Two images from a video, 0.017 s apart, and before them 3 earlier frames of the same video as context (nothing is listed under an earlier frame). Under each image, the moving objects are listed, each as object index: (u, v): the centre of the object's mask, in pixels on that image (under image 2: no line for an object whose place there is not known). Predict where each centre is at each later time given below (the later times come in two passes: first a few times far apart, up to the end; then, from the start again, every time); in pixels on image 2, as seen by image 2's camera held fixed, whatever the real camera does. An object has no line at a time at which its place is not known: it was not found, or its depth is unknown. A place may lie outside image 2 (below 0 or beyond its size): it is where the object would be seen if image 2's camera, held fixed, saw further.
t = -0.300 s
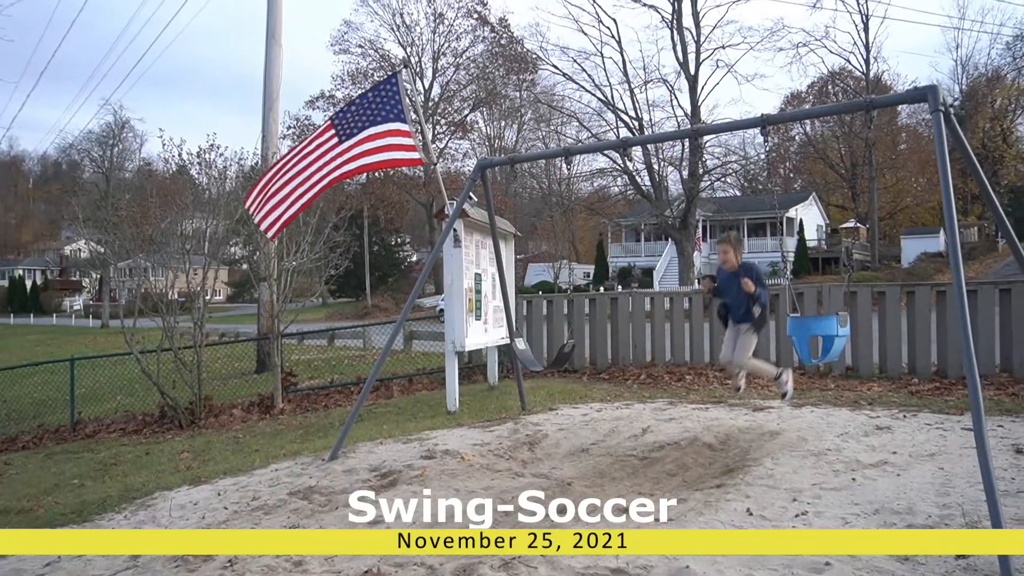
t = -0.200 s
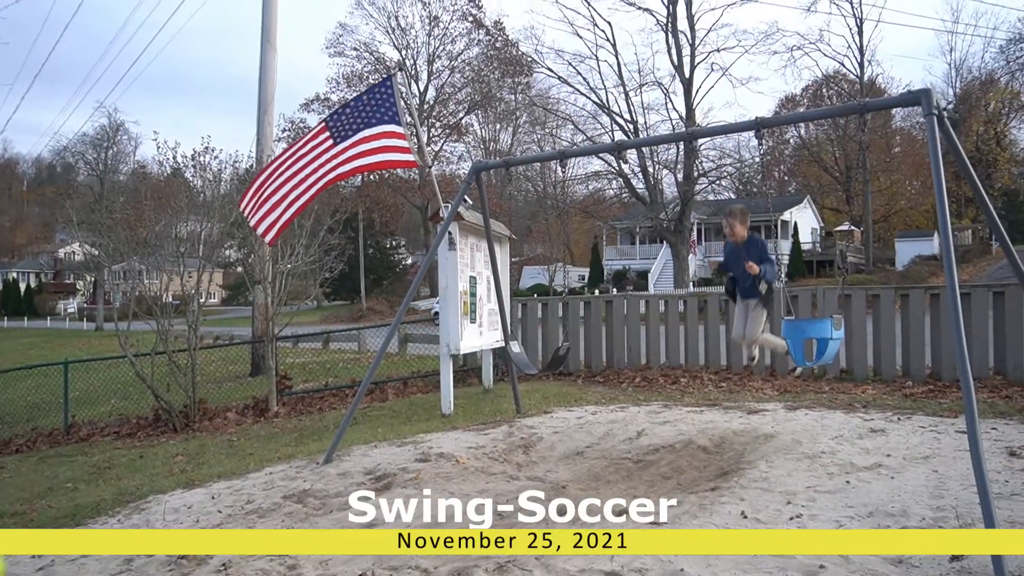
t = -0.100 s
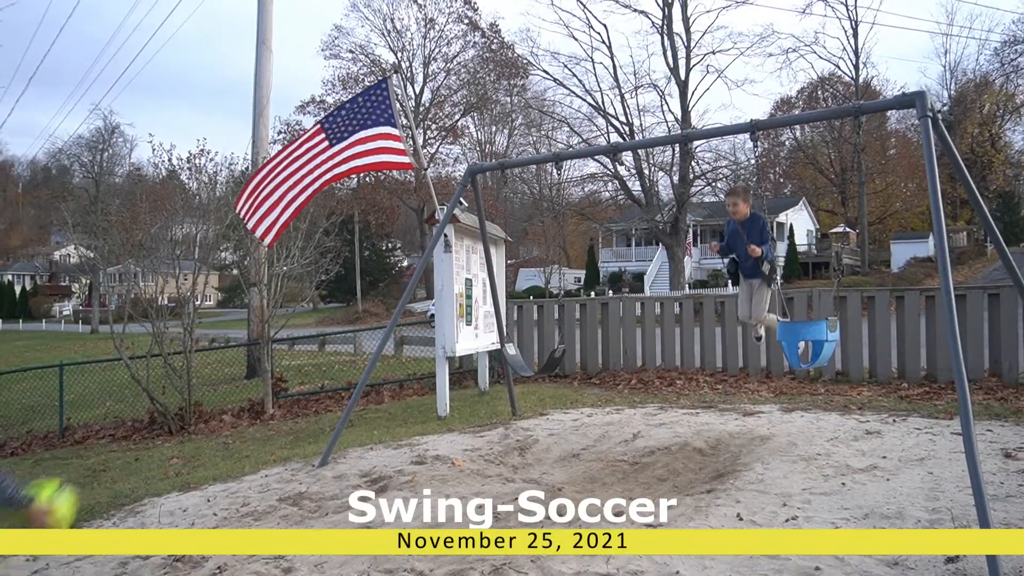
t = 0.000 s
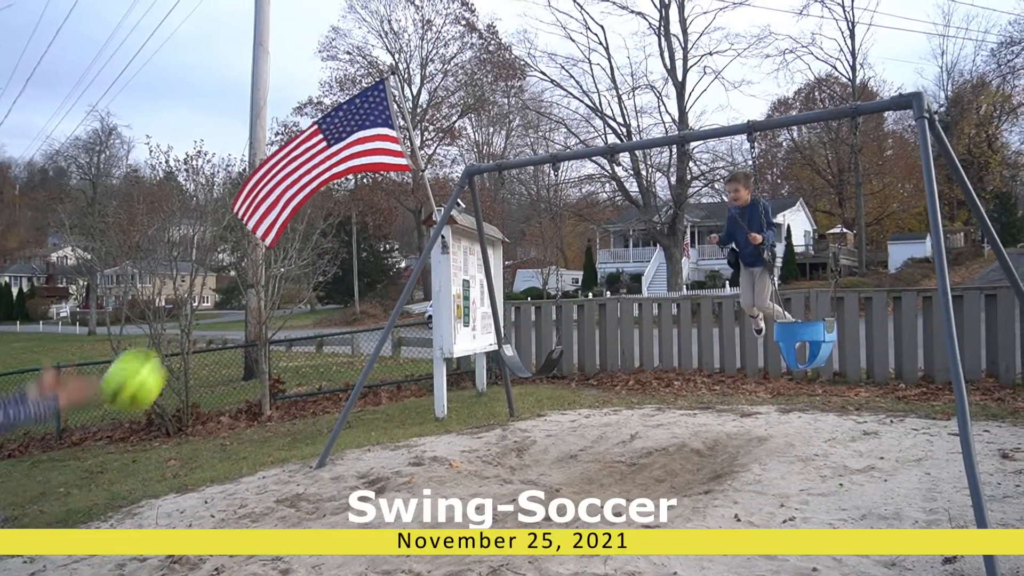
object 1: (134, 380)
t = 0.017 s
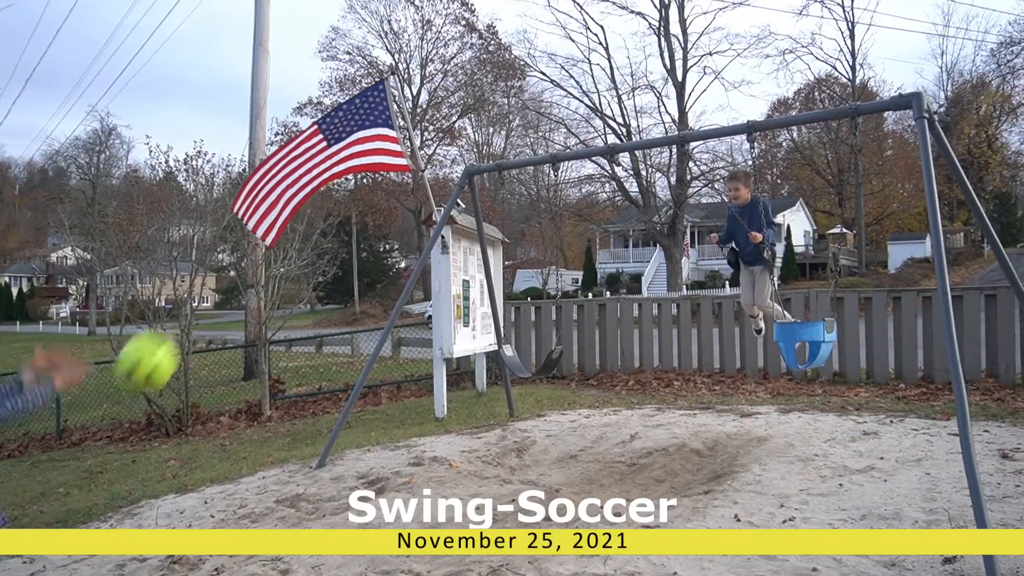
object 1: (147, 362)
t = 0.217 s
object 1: (299, 200)
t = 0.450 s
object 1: (434, 157)
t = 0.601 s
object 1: (505, 189)
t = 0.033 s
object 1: (162, 341)
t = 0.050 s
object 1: (176, 325)
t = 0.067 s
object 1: (190, 307)
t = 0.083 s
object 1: (203, 291)
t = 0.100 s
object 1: (217, 276)
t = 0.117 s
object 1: (228, 263)
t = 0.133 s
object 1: (240, 249)
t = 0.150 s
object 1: (252, 238)
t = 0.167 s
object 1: (263, 228)
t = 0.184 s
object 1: (275, 217)
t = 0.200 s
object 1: (288, 208)
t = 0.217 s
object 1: (299, 200)
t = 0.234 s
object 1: (310, 192)
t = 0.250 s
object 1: (320, 186)
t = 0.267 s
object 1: (330, 179)
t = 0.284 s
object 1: (341, 174)
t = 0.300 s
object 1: (351, 169)
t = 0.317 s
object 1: (361, 165)
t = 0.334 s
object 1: (371, 162)
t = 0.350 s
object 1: (380, 160)
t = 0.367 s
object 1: (390, 158)
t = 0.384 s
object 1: (399, 156)
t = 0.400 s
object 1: (408, 156)
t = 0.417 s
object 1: (417, 156)
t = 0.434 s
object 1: (426, 156)
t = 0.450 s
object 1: (434, 157)
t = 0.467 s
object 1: (443, 159)
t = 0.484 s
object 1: (451, 161)
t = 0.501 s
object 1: (459, 163)
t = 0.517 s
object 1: (468, 167)
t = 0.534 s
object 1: (476, 171)
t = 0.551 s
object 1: (483, 174)
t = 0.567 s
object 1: (490, 179)
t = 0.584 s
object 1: (497, 183)
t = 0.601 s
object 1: (505, 189)
